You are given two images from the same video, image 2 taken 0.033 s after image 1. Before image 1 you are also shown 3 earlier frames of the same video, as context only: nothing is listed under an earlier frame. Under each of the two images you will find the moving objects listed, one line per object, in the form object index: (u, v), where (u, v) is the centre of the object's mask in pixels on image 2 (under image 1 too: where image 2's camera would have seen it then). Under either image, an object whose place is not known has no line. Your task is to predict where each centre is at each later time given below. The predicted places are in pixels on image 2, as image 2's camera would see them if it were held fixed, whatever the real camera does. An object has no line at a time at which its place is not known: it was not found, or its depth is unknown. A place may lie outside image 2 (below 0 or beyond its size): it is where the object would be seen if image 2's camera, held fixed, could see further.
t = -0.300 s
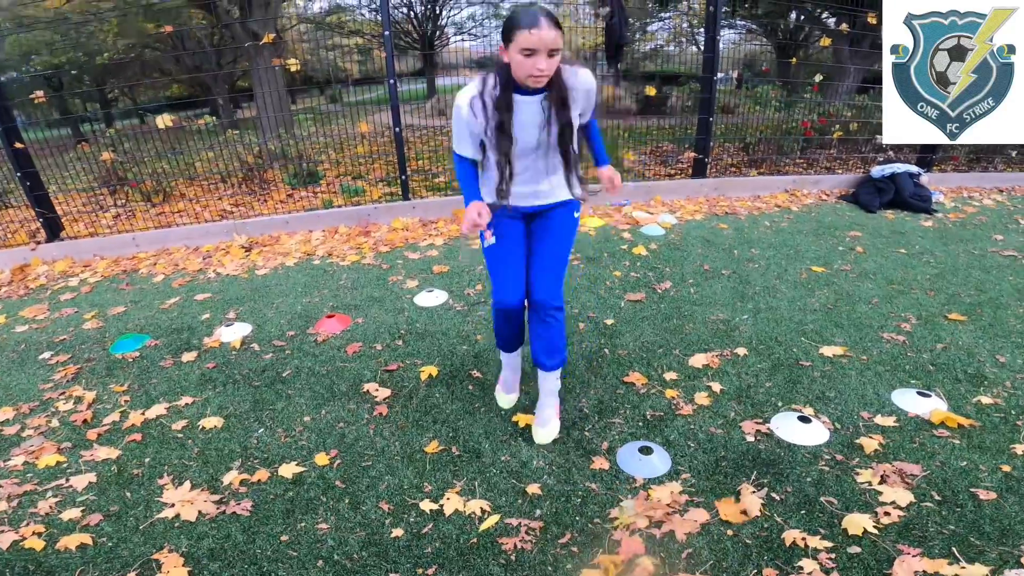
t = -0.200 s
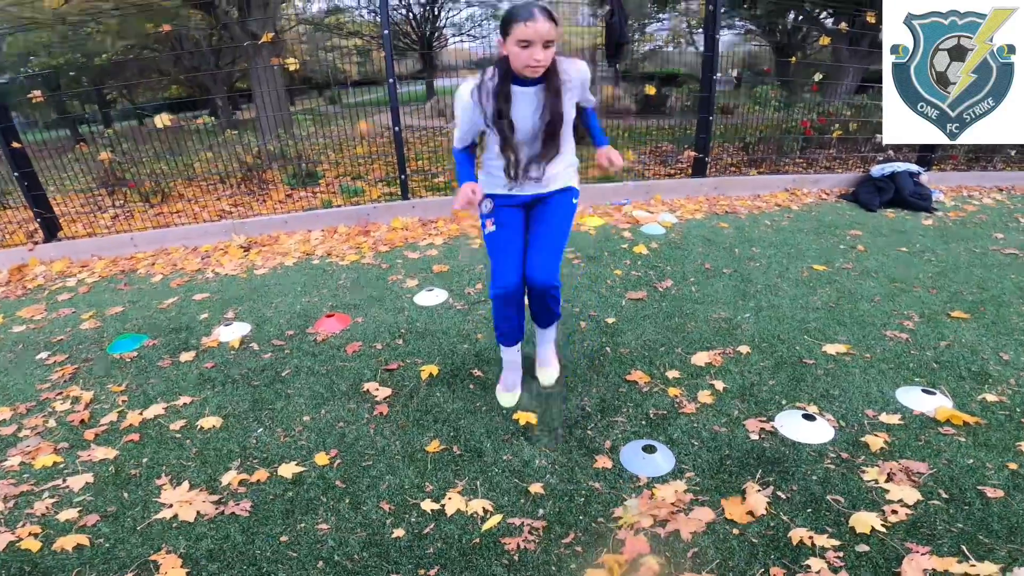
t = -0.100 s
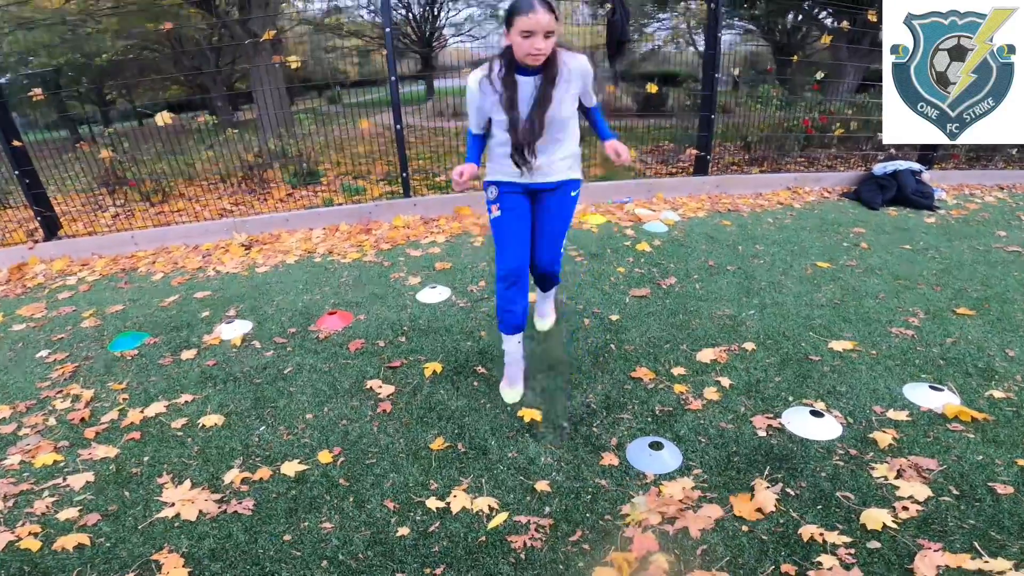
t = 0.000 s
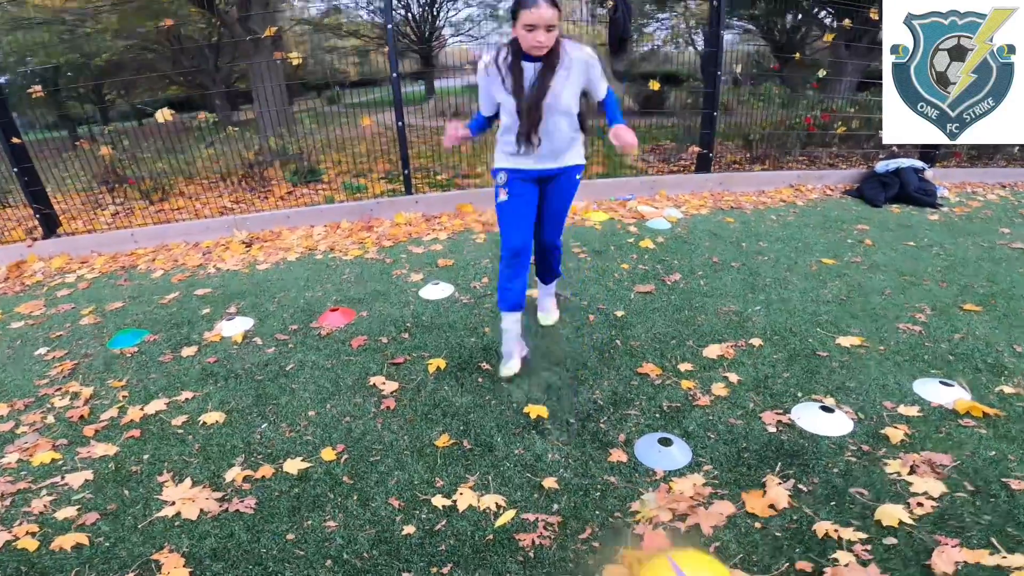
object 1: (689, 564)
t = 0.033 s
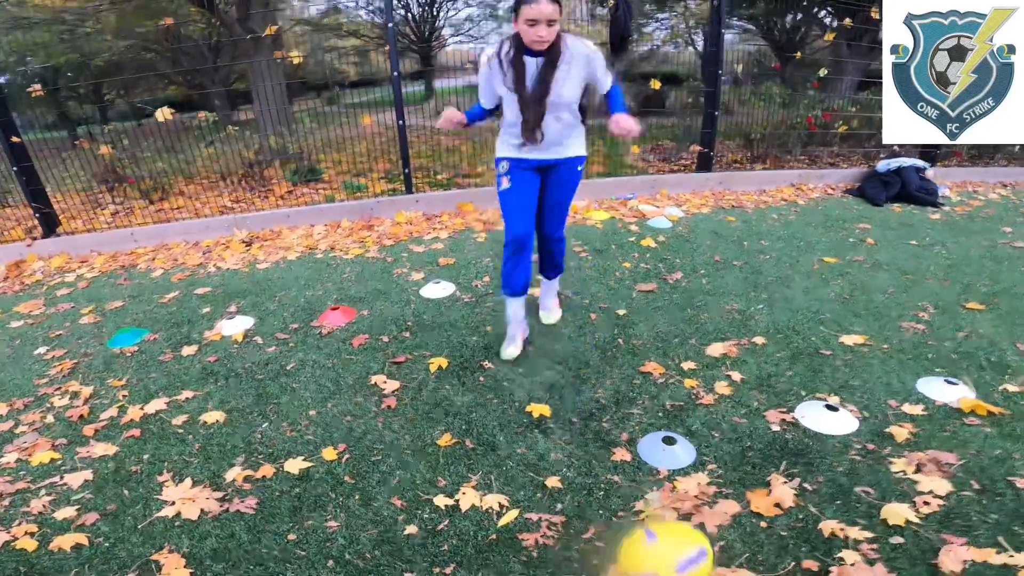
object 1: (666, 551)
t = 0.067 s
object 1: (644, 532)
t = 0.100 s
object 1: (625, 507)
